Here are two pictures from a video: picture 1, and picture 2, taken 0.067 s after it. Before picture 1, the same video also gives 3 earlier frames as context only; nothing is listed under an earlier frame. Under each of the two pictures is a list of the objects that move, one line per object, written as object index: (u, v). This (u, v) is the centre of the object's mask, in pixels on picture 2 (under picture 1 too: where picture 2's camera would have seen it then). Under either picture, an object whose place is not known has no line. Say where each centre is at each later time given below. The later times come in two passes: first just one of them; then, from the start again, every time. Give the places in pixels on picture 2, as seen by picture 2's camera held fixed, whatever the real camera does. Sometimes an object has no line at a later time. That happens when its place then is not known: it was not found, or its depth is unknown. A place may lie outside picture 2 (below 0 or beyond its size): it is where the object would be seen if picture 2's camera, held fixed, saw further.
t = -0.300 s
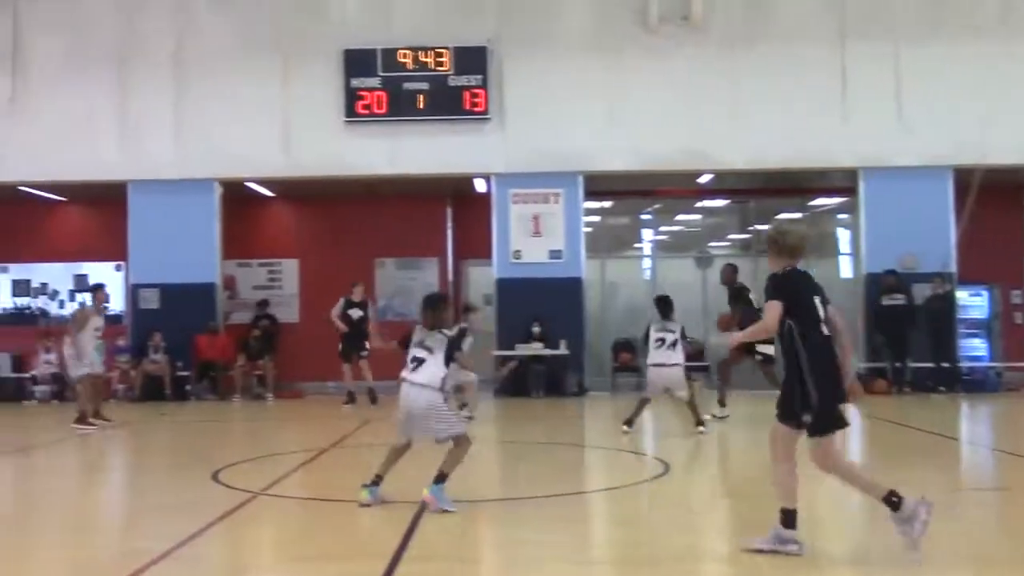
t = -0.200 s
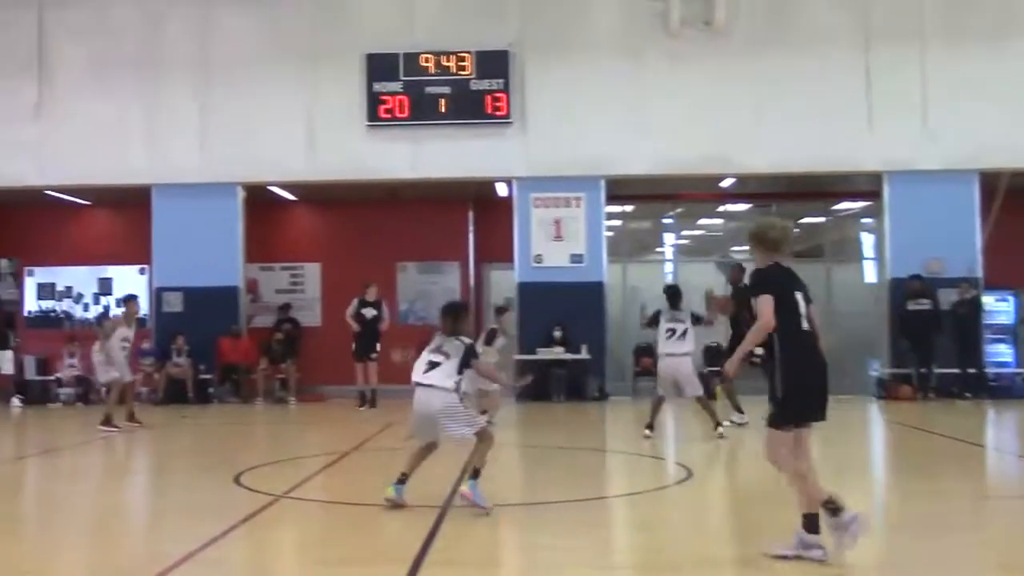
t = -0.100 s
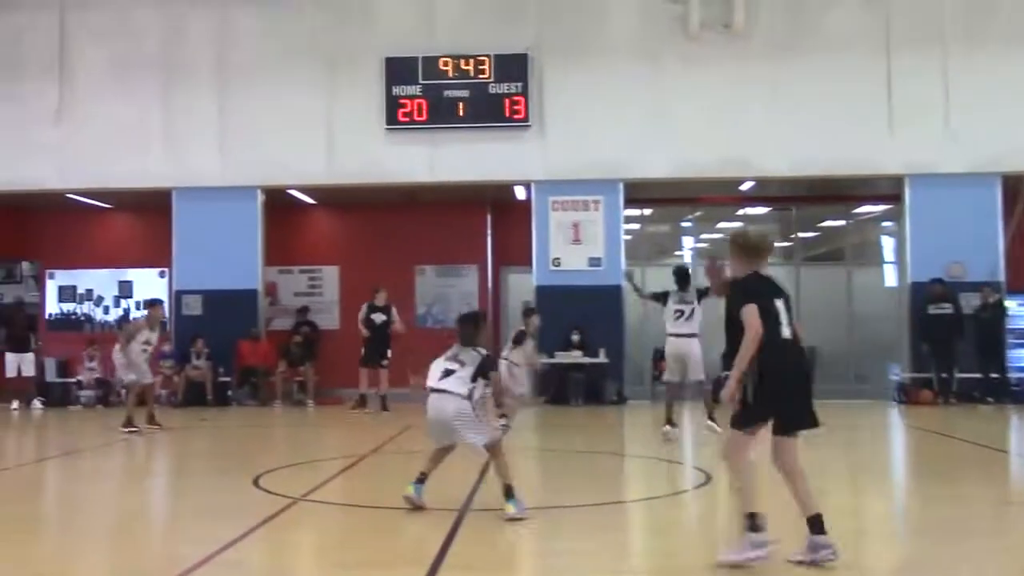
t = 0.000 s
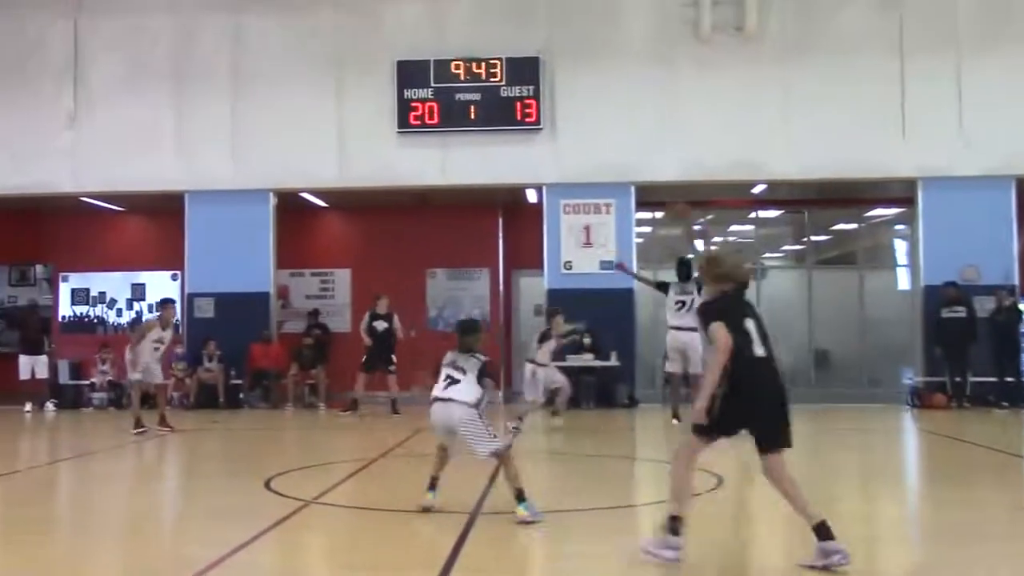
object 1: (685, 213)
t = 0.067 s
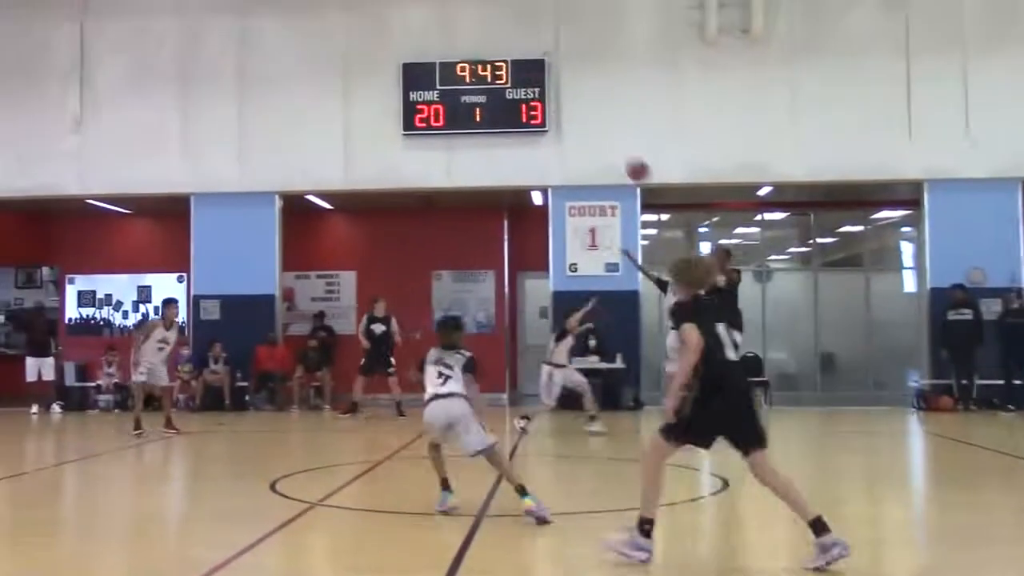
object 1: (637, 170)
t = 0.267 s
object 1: (477, 41)
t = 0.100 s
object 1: (614, 149)
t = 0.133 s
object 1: (589, 127)
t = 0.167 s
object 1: (564, 105)
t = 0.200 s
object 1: (536, 83)
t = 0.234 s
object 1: (509, 61)
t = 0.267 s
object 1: (477, 41)
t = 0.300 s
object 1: (446, 20)
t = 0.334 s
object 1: (415, 2)
